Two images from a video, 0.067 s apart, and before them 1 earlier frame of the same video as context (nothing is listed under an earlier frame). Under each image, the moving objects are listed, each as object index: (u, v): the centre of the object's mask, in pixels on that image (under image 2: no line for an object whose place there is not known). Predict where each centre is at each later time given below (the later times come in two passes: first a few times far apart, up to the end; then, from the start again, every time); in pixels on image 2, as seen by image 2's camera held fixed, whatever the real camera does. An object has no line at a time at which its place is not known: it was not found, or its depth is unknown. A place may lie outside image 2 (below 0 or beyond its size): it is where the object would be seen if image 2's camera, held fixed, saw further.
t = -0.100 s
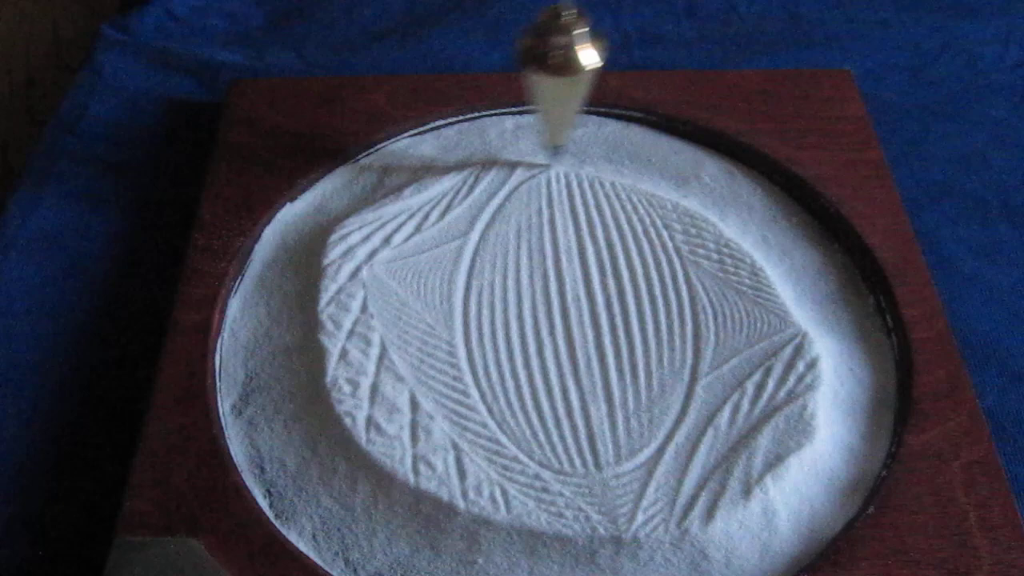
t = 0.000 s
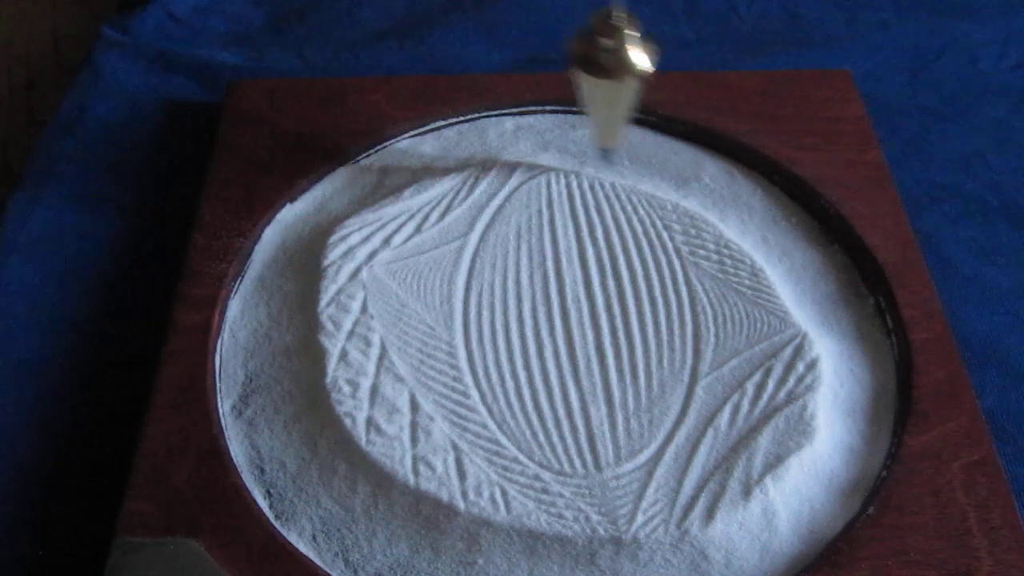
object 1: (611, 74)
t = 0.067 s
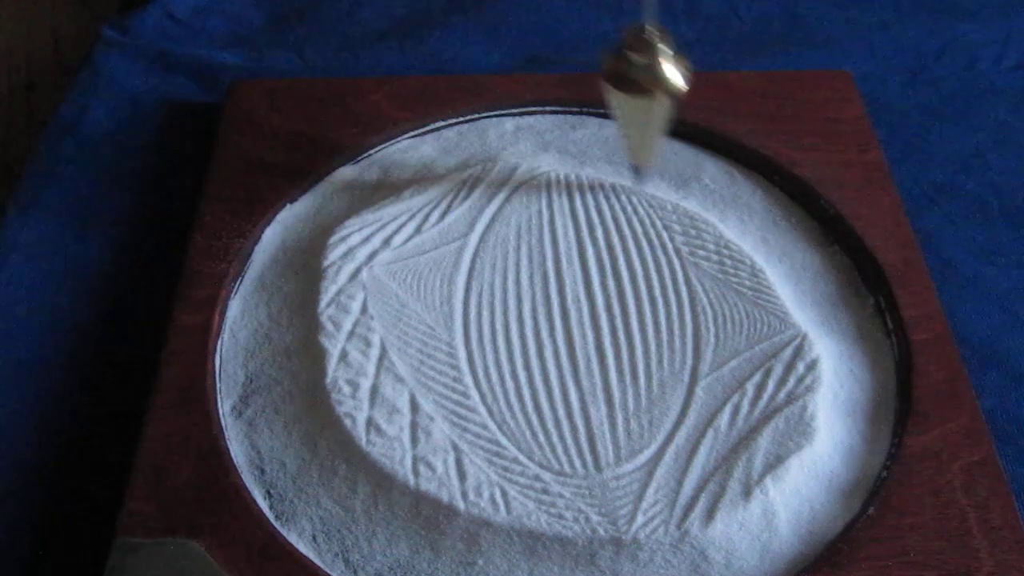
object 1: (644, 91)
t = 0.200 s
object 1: (697, 156)
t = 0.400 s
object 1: (697, 280)
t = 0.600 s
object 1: (591, 340)
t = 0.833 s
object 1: (468, 253)
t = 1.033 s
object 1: (483, 133)
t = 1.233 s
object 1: (577, 76)
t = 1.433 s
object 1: (682, 120)
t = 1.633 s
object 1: (718, 235)
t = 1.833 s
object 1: (637, 325)
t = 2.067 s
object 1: (481, 287)
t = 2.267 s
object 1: (454, 176)
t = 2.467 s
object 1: (538, 89)
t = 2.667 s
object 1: (655, 100)
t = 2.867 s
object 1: (730, 189)
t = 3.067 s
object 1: (686, 291)
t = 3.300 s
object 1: (516, 303)
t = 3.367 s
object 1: (477, 279)
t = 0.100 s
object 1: (659, 103)
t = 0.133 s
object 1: (674, 118)
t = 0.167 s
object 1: (686, 136)
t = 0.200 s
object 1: (697, 156)
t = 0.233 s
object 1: (704, 176)
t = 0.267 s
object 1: (708, 194)
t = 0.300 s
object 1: (710, 217)
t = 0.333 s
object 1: (710, 240)
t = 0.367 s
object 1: (706, 260)
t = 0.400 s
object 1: (697, 280)
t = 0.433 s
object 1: (687, 296)
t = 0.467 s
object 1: (672, 313)
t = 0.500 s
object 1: (655, 324)
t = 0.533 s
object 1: (635, 335)
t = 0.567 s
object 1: (612, 341)
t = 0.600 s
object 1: (591, 340)
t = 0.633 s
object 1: (567, 339)
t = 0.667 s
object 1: (546, 332)
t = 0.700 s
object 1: (524, 321)
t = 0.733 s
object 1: (506, 308)
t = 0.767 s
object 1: (490, 292)
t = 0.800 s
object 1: (477, 274)
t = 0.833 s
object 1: (468, 253)
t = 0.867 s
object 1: (461, 232)
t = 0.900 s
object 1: (459, 211)
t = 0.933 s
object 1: (460, 191)
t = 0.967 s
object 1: (464, 175)
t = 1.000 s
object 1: (472, 153)
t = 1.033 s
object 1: (483, 133)
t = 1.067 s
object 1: (495, 117)
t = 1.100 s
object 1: (509, 102)
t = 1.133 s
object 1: (524, 91)
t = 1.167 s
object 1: (540, 84)
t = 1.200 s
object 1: (558, 78)
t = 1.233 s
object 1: (577, 76)
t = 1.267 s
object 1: (596, 75)
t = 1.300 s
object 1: (614, 78)
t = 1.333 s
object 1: (633, 86)
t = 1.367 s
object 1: (650, 95)
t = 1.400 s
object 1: (667, 106)
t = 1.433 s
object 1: (682, 120)
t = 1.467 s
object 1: (696, 138)
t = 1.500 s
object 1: (706, 154)
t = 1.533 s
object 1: (714, 172)
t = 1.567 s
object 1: (720, 192)
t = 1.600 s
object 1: (720, 215)
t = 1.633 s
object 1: (718, 235)
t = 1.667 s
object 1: (714, 254)
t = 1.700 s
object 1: (706, 273)
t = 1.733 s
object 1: (694, 290)
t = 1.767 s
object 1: (677, 302)
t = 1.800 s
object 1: (660, 317)
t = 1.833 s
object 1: (637, 325)
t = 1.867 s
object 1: (615, 330)
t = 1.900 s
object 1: (589, 334)
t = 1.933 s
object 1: (564, 332)
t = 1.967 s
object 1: (542, 324)
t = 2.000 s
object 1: (519, 316)
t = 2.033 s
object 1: (499, 302)
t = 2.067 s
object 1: (481, 287)
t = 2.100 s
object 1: (468, 269)
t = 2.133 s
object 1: (458, 251)
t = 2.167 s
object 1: (451, 232)
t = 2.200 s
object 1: (449, 213)
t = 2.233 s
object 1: (449, 193)
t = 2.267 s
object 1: (454, 176)
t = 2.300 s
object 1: (462, 157)
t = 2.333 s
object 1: (473, 138)
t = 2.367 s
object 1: (487, 123)
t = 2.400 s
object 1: (502, 109)
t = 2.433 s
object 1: (519, 98)
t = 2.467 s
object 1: (538, 89)
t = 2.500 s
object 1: (557, 85)
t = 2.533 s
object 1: (577, 85)
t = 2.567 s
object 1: (596, 83)
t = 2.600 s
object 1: (617, 85)
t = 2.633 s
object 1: (637, 91)
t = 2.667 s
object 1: (655, 100)
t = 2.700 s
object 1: (674, 110)
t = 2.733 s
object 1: (689, 122)
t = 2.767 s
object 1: (704, 139)
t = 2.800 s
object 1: (716, 154)
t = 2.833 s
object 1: (724, 172)
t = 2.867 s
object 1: (730, 189)
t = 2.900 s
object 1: (732, 209)
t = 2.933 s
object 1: (730, 227)
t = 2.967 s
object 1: (724, 246)
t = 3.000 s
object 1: (715, 264)
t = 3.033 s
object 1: (702, 278)
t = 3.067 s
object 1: (686, 291)
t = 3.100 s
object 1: (666, 305)
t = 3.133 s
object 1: (642, 314)
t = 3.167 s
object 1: (618, 318)
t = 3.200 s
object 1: (591, 324)
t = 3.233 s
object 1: (566, 318)
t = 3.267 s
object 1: (540, 314)
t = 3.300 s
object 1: (516, 303)
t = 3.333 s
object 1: (495, 292)
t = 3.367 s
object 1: (477, 279)
